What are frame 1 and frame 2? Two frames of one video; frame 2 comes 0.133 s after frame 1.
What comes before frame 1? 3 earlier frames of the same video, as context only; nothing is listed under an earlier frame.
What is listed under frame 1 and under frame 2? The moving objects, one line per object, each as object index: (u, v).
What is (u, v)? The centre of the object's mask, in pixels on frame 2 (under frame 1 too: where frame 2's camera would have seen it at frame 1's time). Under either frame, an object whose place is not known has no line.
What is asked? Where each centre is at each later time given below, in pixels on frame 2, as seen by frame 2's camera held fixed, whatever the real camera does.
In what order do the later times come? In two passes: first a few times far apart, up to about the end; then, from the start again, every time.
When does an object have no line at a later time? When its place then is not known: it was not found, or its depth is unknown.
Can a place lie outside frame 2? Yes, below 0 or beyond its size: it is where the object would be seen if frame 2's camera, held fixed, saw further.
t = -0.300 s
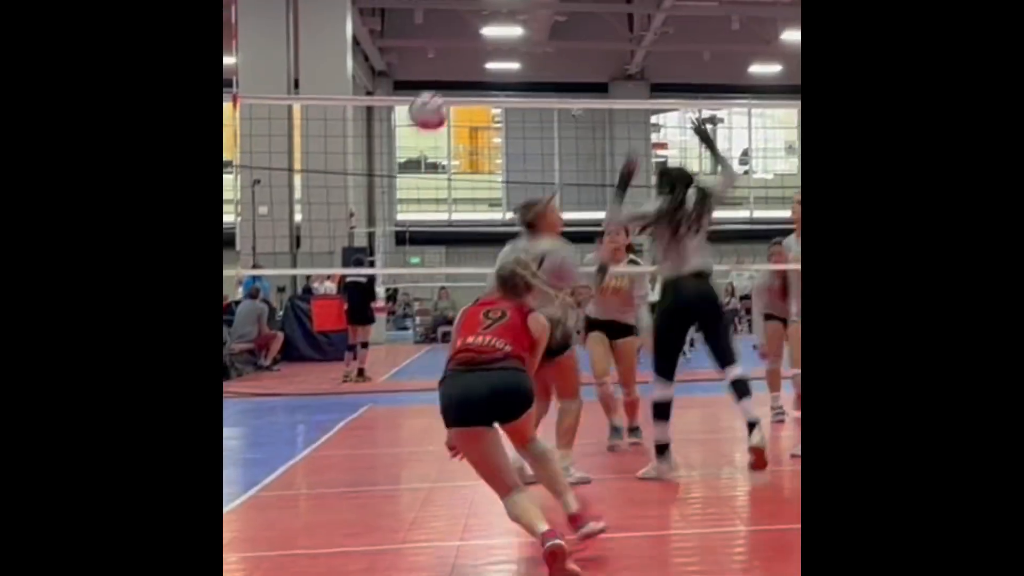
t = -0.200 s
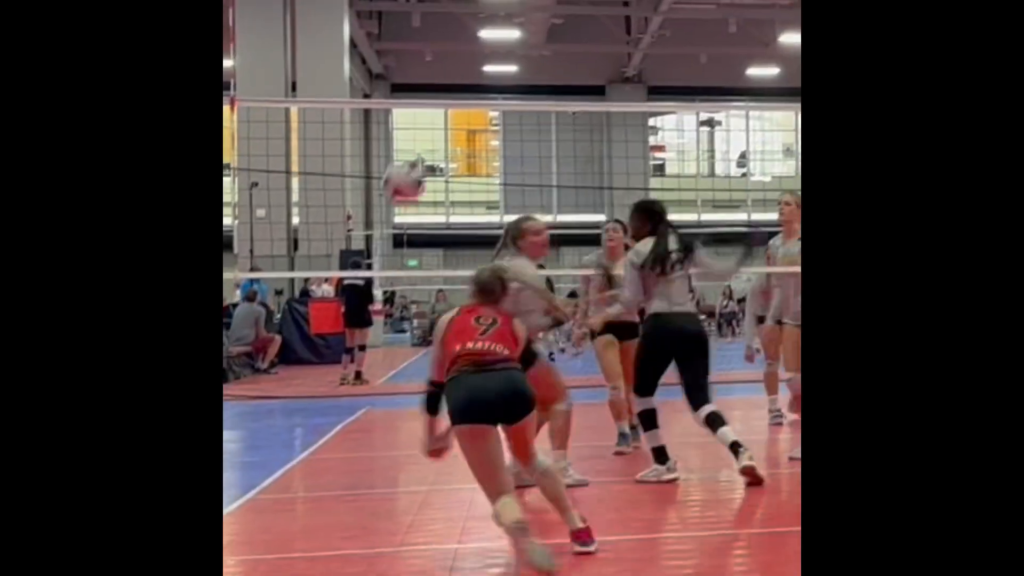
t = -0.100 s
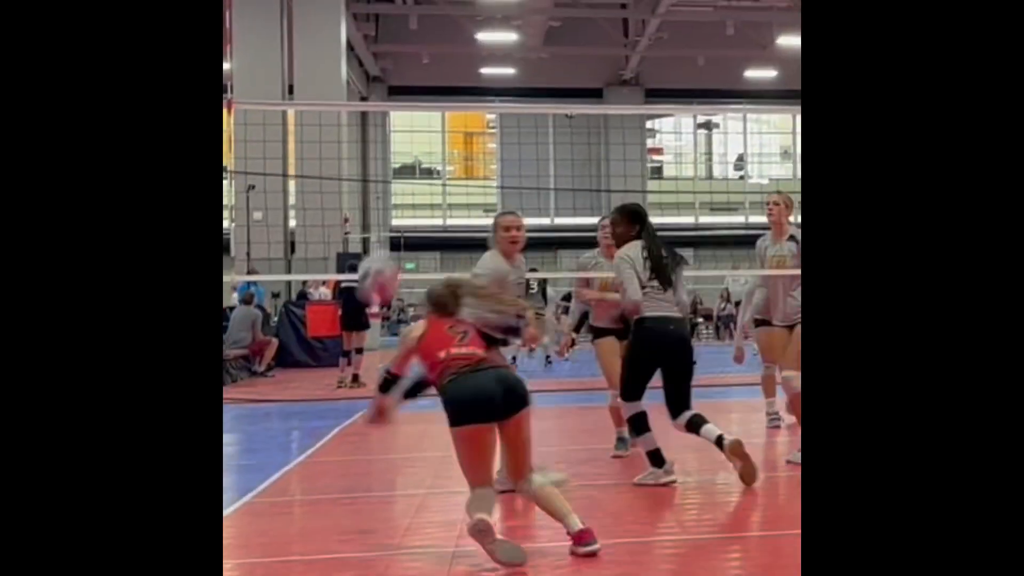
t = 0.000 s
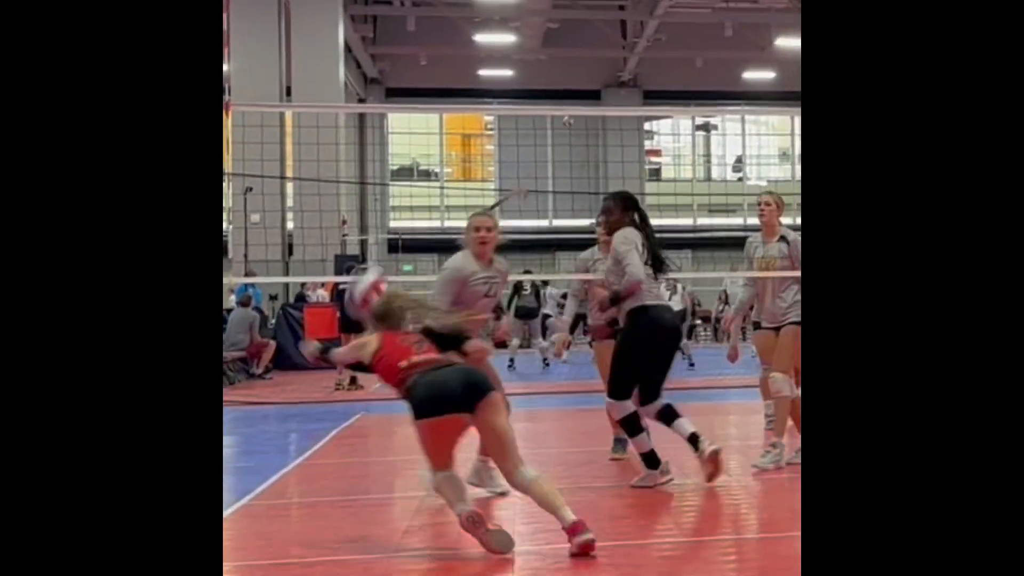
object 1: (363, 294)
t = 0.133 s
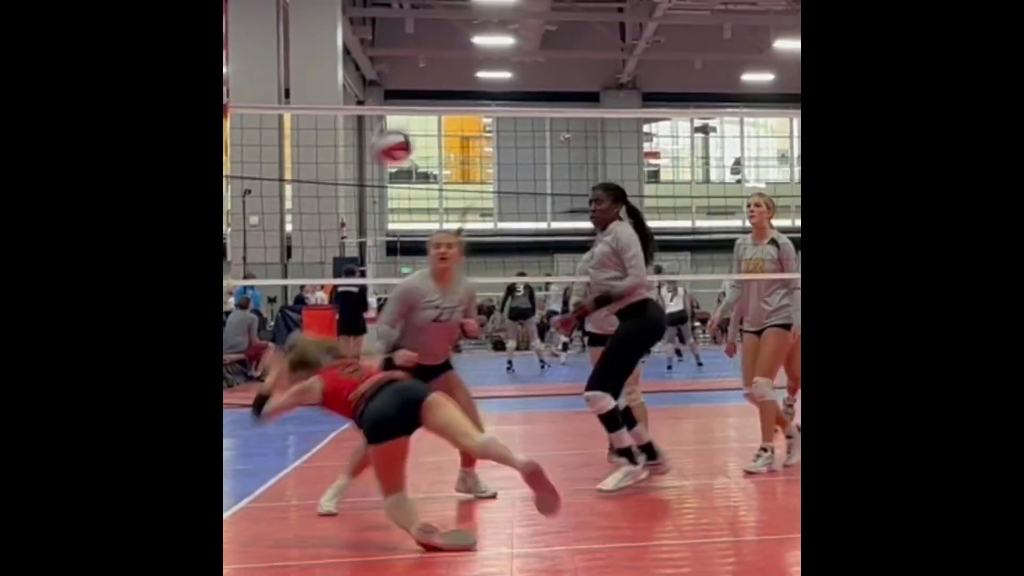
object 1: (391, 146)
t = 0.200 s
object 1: (404, 86)
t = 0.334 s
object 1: (428, 10)
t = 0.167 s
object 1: (399, 111)
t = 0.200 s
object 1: (404, 86)
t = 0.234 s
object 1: (410, 62)
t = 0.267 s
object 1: (416, 41)
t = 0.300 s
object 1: (422, 22)
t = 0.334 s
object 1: (428, 10)
